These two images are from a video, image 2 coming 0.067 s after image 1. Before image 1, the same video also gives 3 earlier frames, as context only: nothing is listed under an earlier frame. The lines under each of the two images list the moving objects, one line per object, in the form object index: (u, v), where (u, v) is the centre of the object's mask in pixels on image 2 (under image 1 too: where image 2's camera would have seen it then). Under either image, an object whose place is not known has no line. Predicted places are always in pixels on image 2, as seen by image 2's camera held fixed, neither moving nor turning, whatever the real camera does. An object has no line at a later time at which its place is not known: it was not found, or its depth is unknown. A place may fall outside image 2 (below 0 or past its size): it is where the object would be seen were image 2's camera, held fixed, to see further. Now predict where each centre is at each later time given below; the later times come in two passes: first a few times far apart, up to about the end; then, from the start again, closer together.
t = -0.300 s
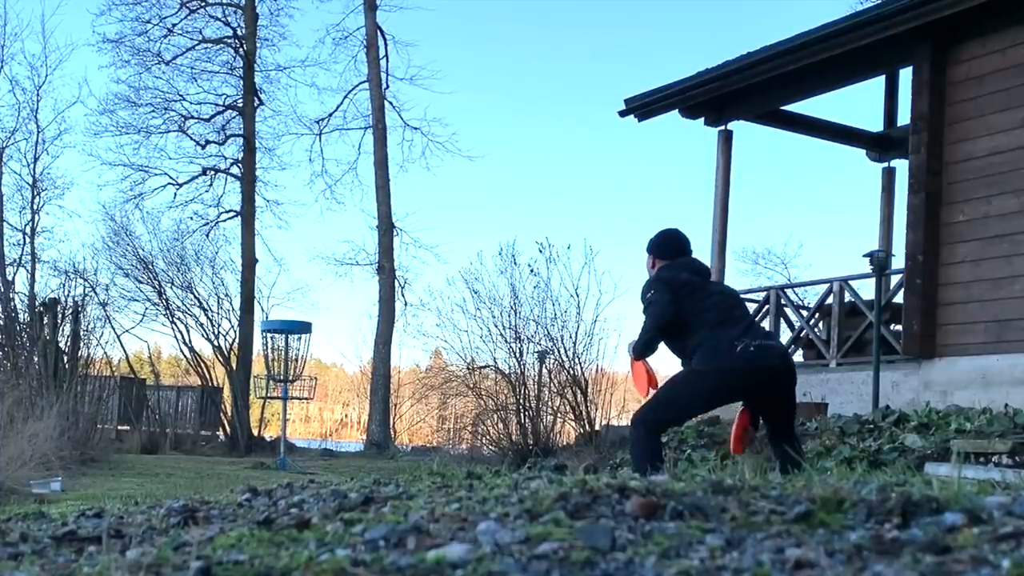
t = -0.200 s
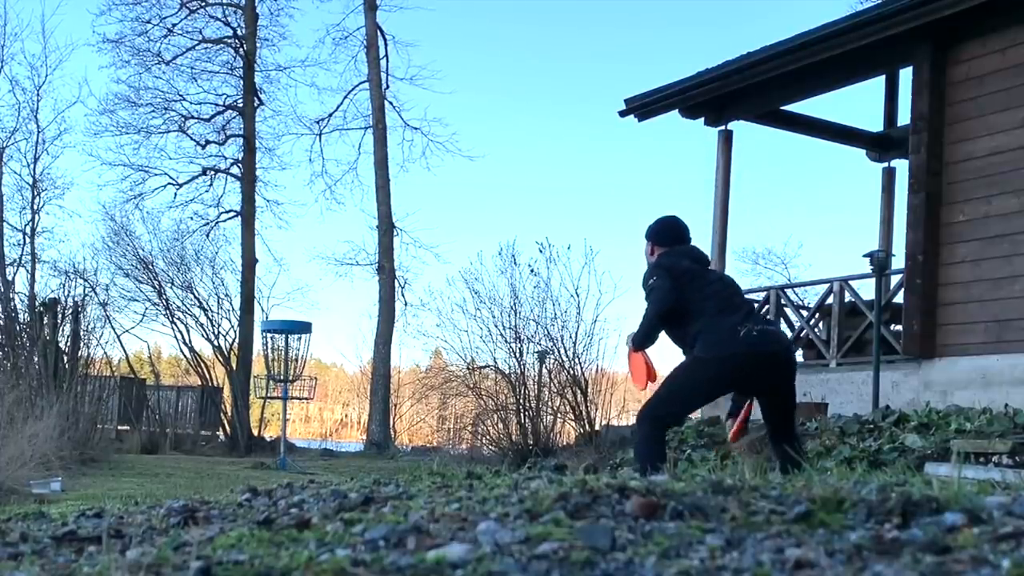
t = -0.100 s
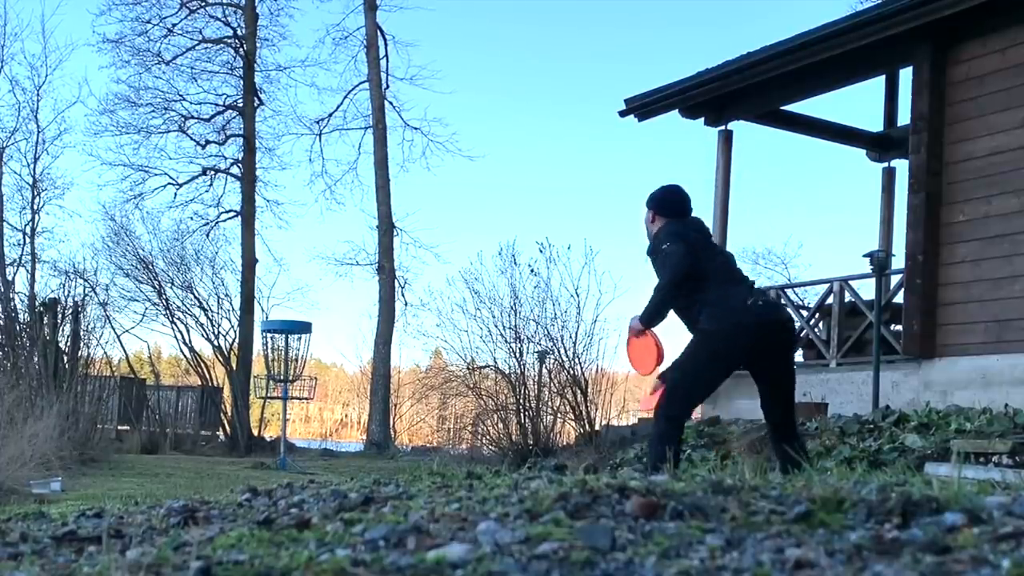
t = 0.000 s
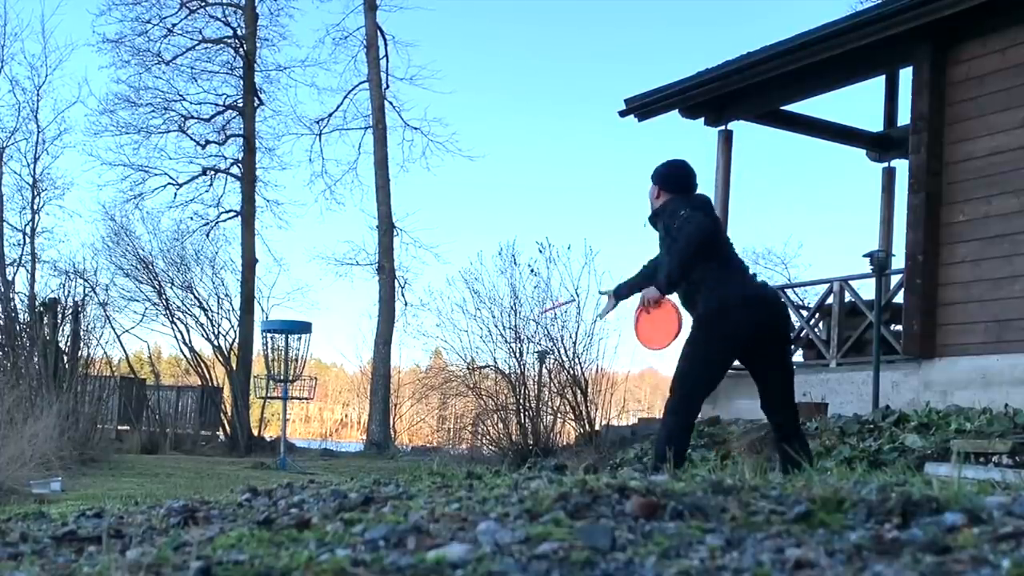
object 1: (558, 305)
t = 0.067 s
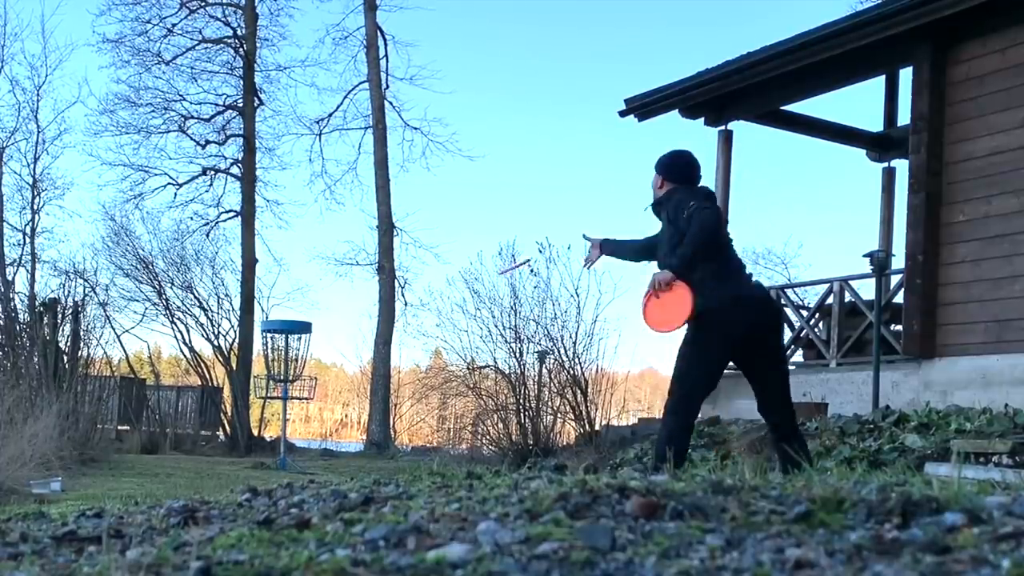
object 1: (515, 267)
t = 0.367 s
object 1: (395, 251)
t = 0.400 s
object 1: (387, 258)
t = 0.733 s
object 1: (314, 345)
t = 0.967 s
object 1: (304, 368)
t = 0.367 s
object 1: (395, 251)
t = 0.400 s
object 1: (387, 258)
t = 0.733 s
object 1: (314, 345)
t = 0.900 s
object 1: (302, 363)
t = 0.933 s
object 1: (302, 366)
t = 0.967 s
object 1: (304, 368)
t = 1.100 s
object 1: (304, 377)
